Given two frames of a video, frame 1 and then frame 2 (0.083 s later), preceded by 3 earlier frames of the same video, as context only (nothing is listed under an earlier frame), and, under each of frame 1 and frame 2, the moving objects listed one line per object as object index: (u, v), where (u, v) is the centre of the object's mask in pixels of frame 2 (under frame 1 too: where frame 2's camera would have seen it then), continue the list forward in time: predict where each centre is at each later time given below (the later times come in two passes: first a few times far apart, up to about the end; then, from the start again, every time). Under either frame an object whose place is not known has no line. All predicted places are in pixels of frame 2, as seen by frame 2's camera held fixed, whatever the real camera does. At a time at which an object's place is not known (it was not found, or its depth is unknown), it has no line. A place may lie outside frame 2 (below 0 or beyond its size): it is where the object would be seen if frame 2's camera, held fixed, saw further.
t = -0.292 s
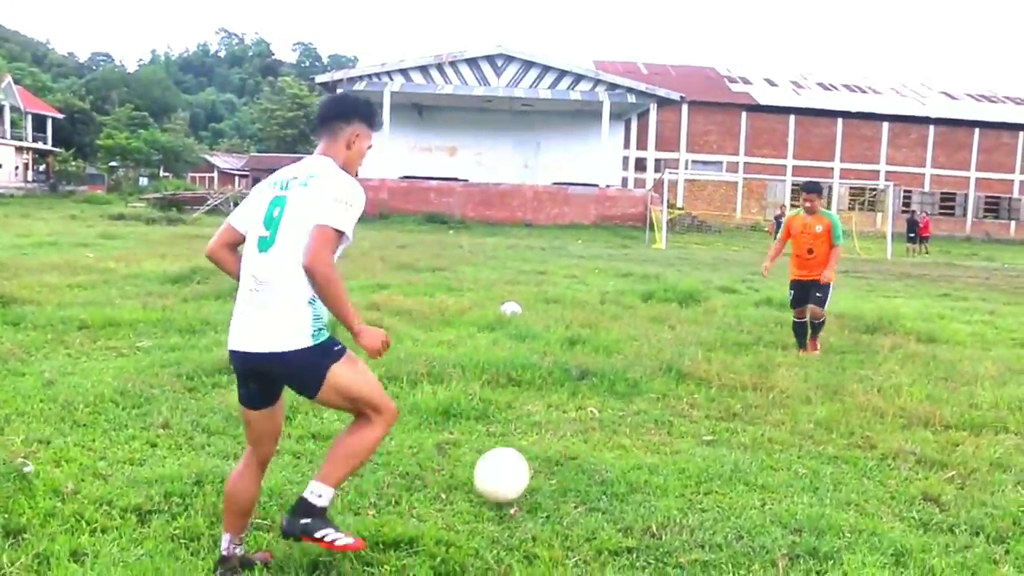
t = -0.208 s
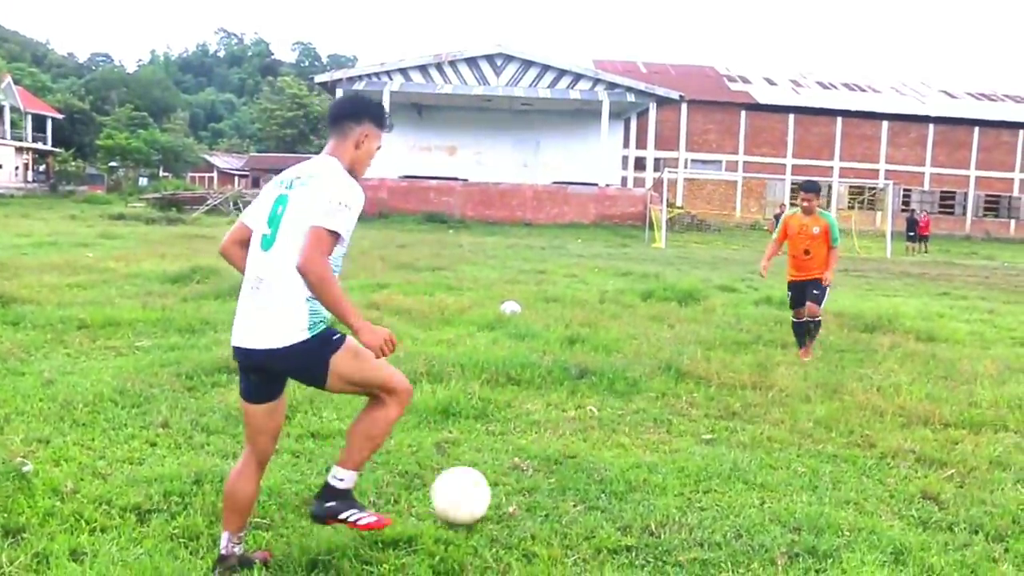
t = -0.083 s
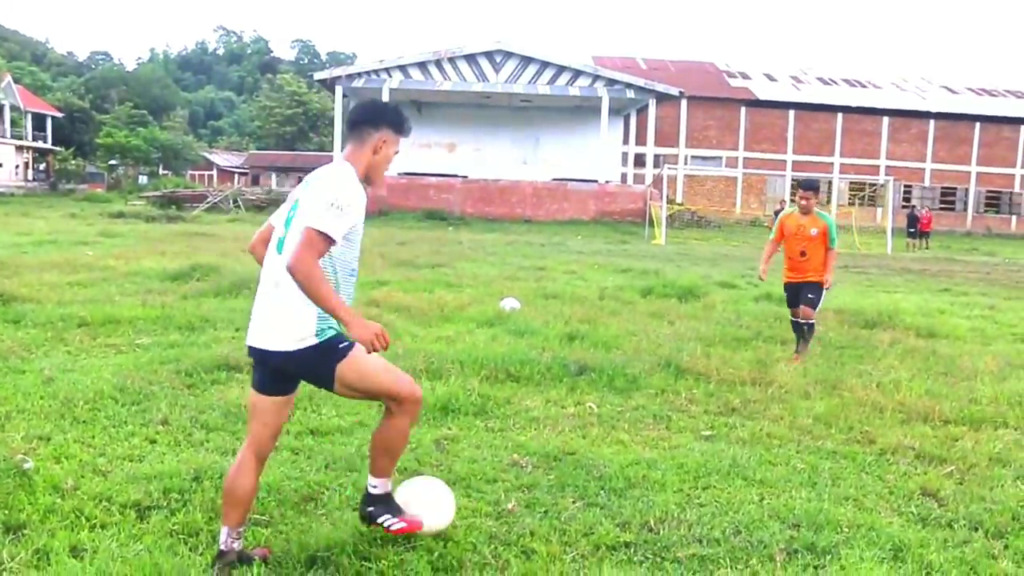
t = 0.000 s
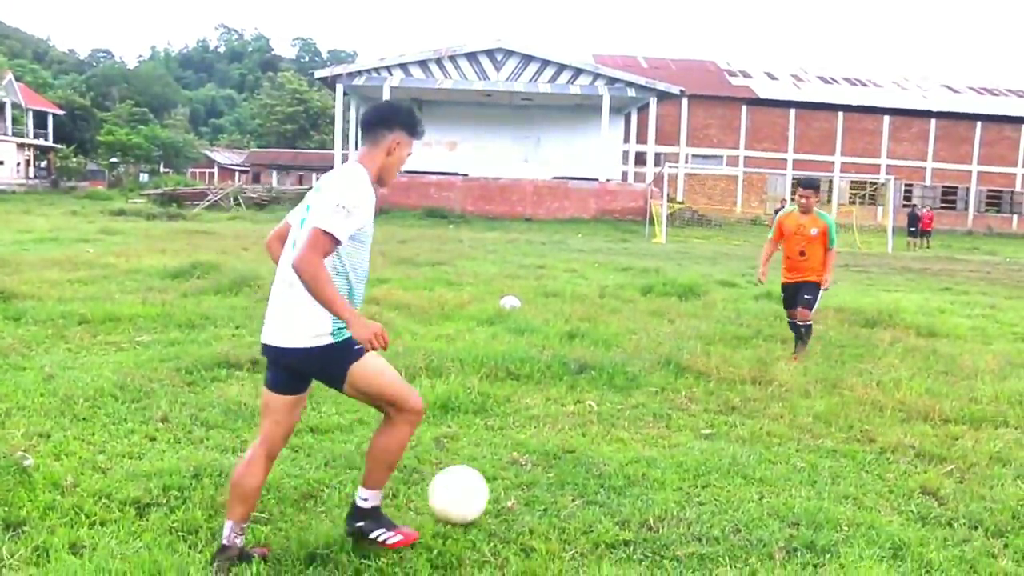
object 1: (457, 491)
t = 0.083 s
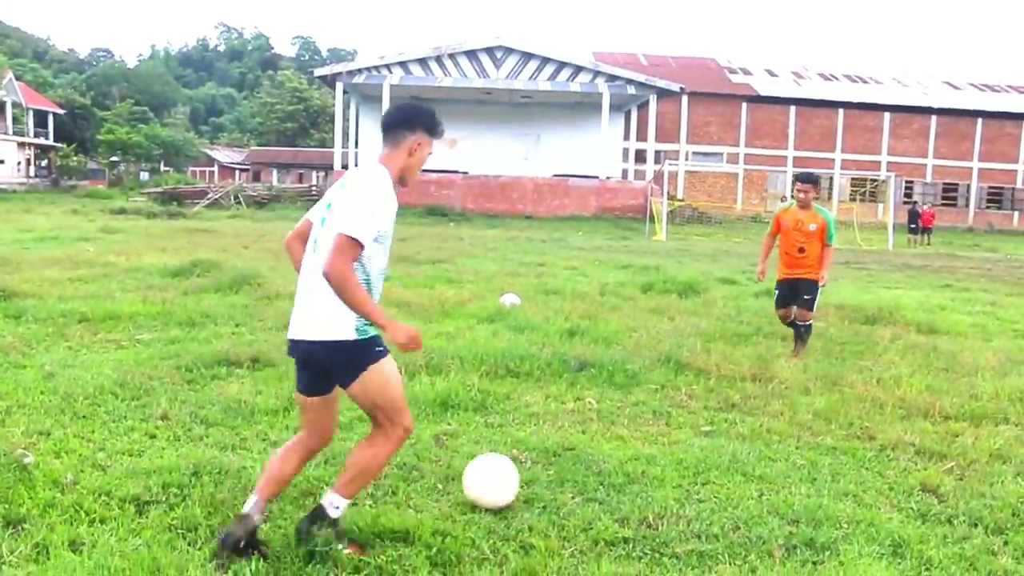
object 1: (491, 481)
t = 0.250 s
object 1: (531, 463)
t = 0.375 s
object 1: (553, 452)
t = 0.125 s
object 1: (506, 475)
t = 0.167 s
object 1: (515, 473)
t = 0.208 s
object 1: (525, 467)
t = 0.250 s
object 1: (531, 463)
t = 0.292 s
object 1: (540, 459)
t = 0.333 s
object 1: (545, 455)
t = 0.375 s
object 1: (553, 452)
